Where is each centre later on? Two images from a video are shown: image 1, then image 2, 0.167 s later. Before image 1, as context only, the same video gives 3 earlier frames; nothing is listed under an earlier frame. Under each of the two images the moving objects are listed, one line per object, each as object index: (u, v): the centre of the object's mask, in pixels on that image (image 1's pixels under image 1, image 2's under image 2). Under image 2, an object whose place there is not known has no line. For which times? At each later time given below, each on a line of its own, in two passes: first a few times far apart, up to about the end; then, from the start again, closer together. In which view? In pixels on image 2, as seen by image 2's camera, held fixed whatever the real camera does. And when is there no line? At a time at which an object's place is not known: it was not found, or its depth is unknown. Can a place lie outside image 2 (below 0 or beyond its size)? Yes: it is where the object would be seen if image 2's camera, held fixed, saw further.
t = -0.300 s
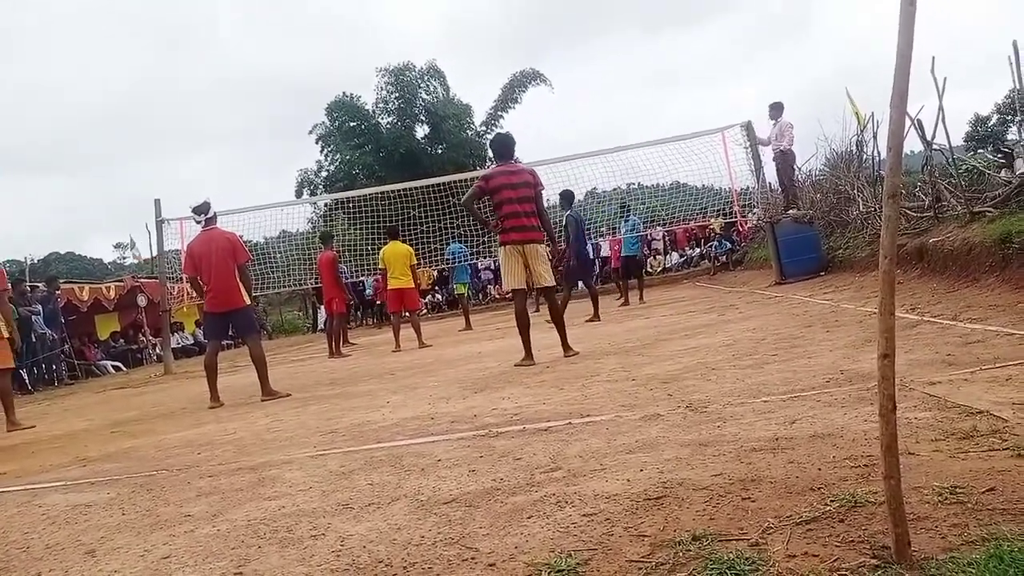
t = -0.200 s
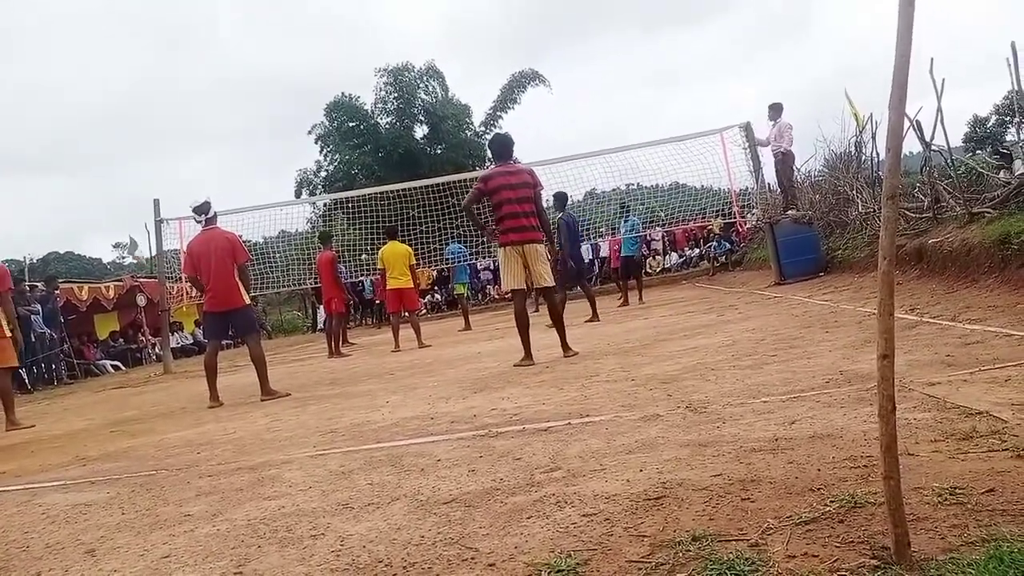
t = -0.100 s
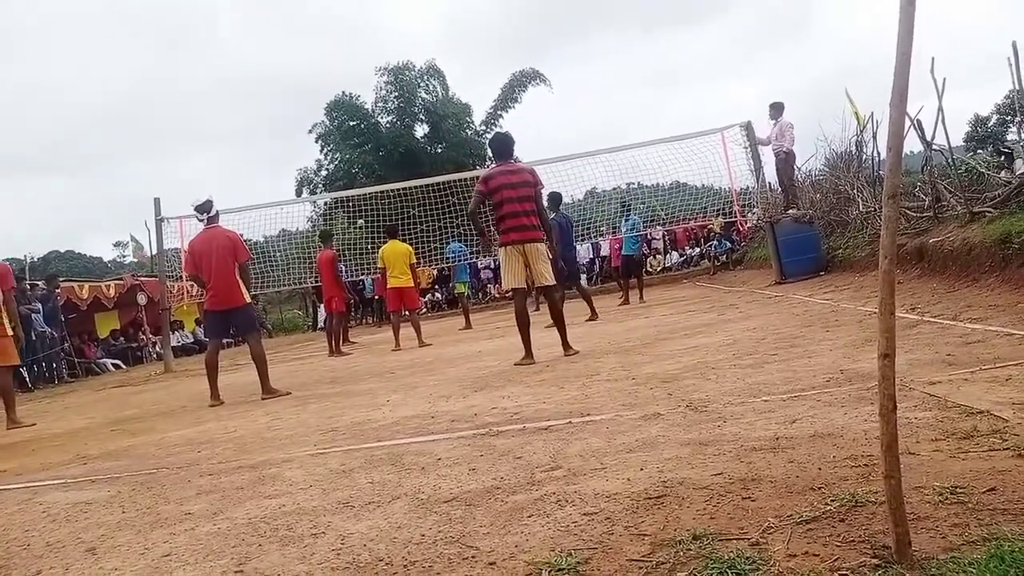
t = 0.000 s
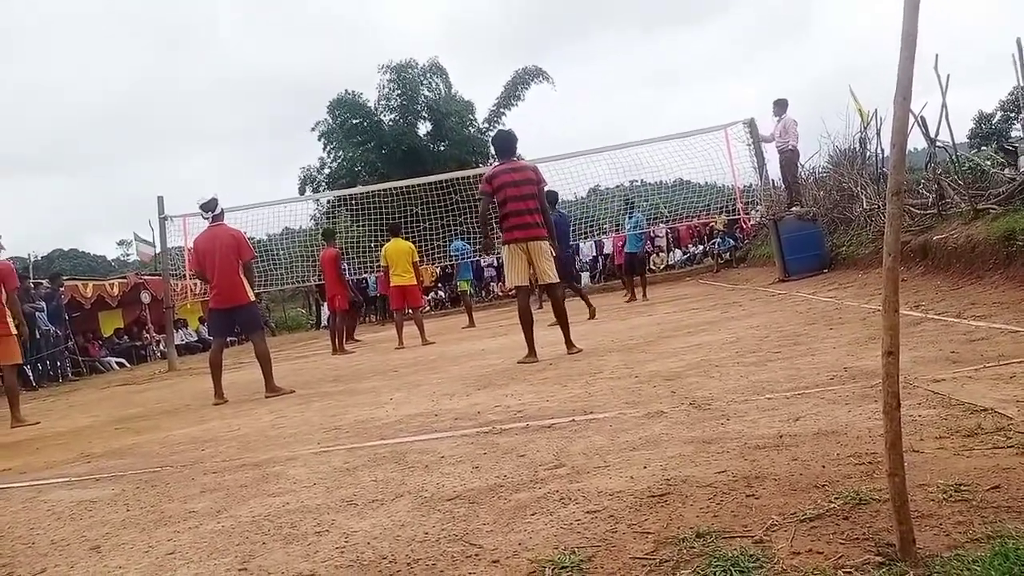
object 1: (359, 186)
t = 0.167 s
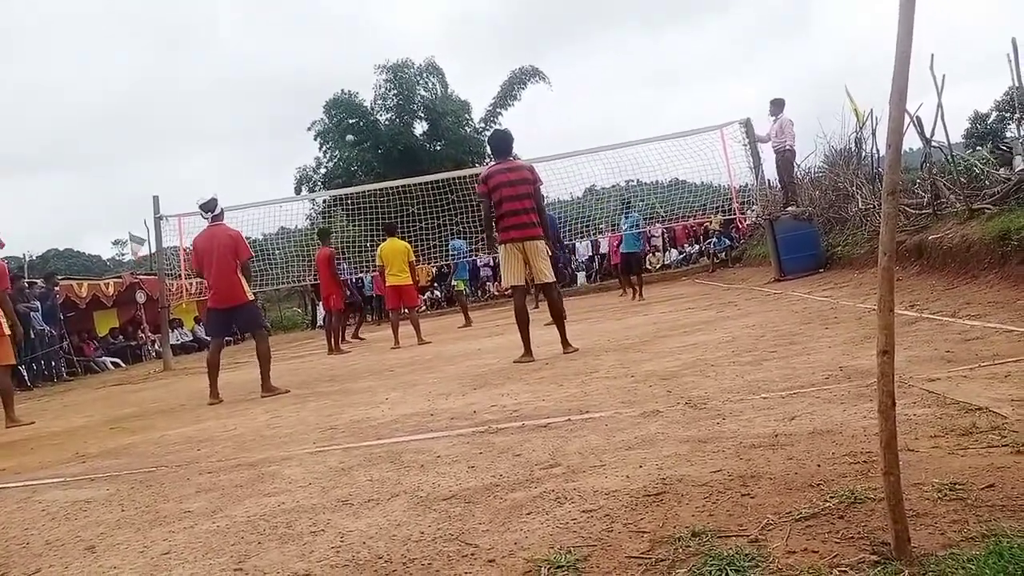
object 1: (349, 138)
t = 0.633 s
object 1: (340, 40)
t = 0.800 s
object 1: (339, 20)
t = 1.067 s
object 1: (346, 24)
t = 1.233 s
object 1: (357, 62)
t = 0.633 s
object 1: (340, 40)
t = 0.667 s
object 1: (339, 34)
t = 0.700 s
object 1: (340, 30)
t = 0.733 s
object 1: (339, 26)
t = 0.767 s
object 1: (339, 23)
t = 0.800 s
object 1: (339, 20)
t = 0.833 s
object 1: (340, 18)
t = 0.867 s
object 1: (341, 16)
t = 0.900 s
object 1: (341, 16)
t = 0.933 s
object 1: (342, 15)
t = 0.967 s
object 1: (343, 16)
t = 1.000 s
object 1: (345, 17)
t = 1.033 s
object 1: (346, 20)
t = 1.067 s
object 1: (346, 24)
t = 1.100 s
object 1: (348, 30)
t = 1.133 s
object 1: (350, 35)
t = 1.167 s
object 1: (353, 42)
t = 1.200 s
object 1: (355, 52)
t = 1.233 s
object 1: (357, 62)
